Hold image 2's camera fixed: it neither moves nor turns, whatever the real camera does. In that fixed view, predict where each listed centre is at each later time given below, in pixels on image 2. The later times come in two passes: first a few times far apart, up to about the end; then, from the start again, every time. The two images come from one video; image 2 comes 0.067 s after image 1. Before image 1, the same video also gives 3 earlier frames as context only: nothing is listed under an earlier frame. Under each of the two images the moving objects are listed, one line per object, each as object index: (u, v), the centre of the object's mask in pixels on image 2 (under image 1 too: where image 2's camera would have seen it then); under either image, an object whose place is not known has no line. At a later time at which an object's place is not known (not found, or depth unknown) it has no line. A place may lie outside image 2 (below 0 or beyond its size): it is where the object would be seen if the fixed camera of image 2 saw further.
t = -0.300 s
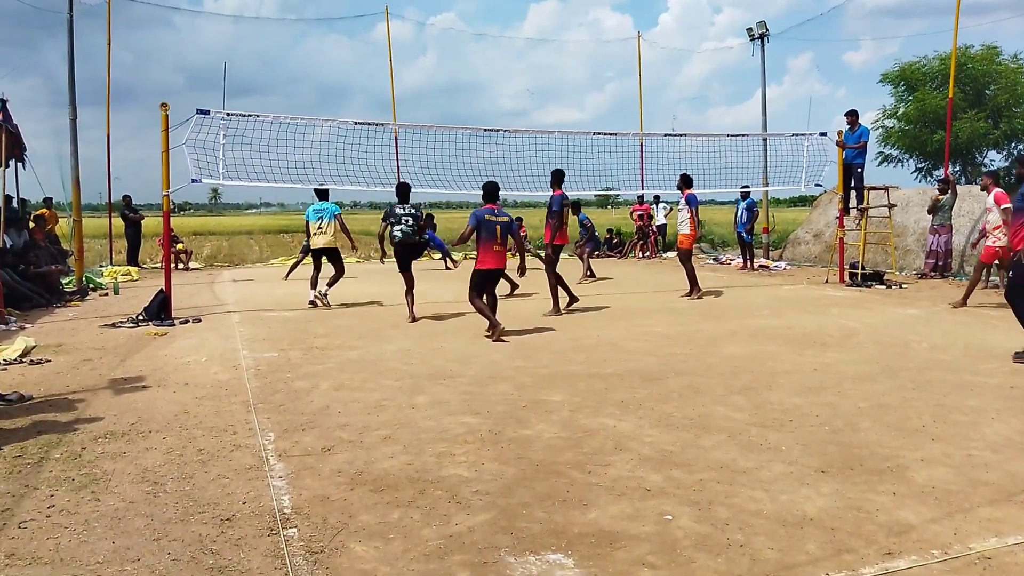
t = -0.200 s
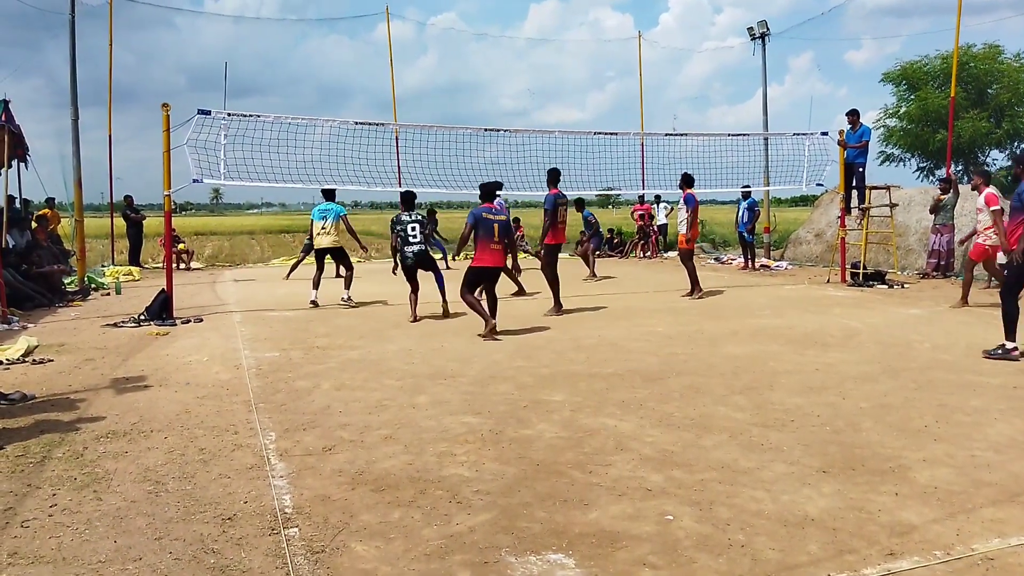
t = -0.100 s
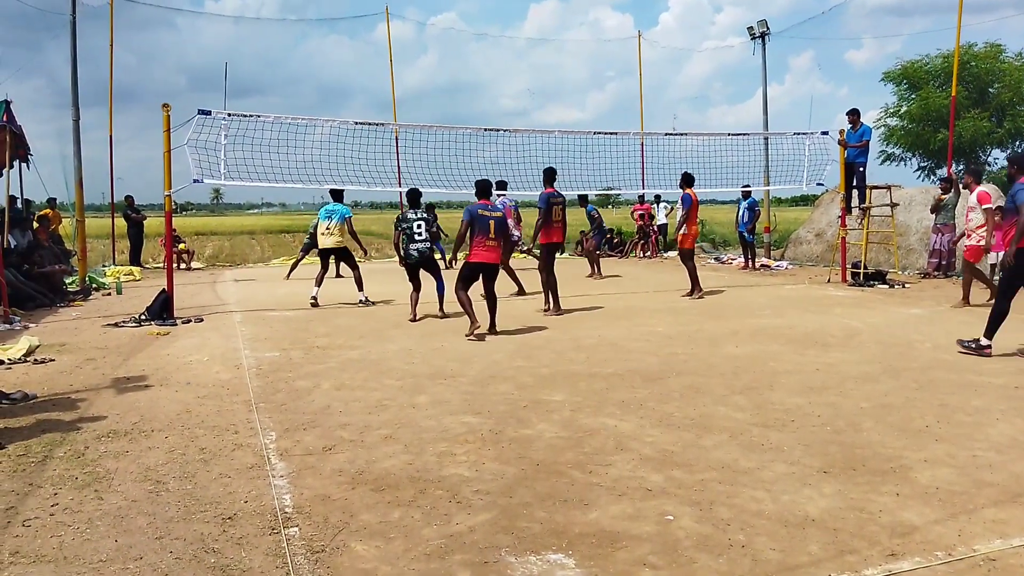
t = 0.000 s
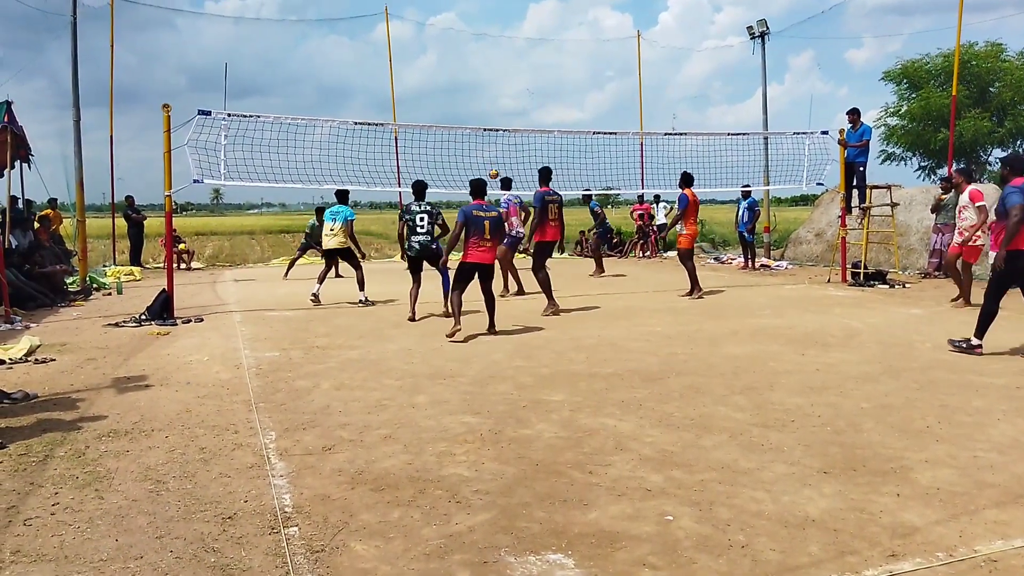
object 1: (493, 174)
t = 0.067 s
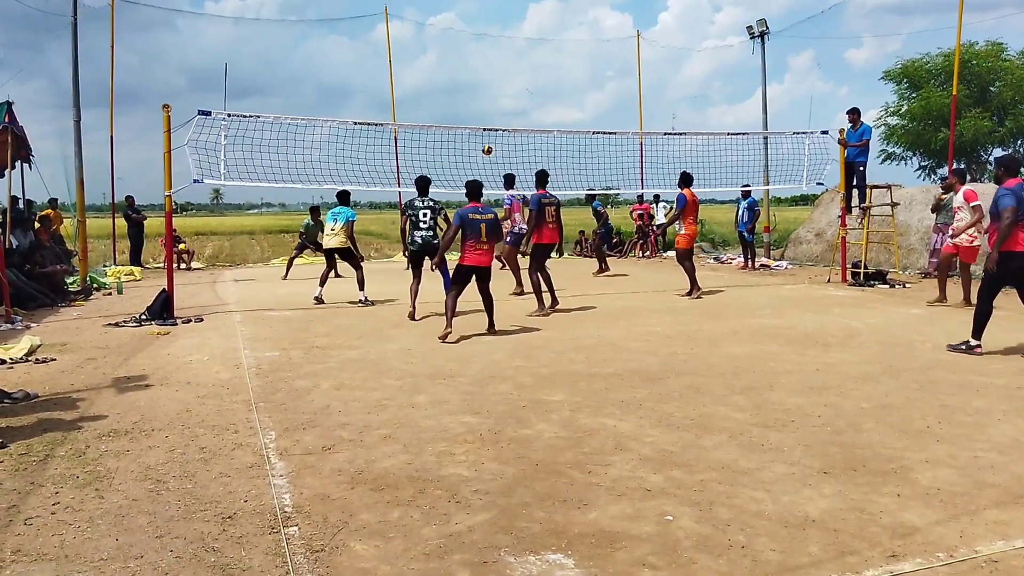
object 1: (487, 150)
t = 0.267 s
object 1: (468, 89)
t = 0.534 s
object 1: (441, 30)
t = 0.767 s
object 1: (417, 7)
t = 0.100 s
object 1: (484, 139)
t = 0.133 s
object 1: (481, 129)
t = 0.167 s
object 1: (477, 118)
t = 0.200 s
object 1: (474, 108)
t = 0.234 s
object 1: (471, 98)
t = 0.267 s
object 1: (468, 89)
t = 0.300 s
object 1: (465, 79)
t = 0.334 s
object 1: (461, 71)
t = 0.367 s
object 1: (458, 64)
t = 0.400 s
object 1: (455, 56)
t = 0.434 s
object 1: (451, 49)
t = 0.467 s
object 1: (448, 42)
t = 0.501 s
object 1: (445, 36)
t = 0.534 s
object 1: (441, 30)
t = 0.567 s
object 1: (438, 26)
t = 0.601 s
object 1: (434, 21)
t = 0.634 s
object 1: (431, 17)
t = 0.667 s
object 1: (427, 14)
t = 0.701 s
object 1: (424, 11)
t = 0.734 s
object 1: (421, 8)
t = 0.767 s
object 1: (417, 7)
